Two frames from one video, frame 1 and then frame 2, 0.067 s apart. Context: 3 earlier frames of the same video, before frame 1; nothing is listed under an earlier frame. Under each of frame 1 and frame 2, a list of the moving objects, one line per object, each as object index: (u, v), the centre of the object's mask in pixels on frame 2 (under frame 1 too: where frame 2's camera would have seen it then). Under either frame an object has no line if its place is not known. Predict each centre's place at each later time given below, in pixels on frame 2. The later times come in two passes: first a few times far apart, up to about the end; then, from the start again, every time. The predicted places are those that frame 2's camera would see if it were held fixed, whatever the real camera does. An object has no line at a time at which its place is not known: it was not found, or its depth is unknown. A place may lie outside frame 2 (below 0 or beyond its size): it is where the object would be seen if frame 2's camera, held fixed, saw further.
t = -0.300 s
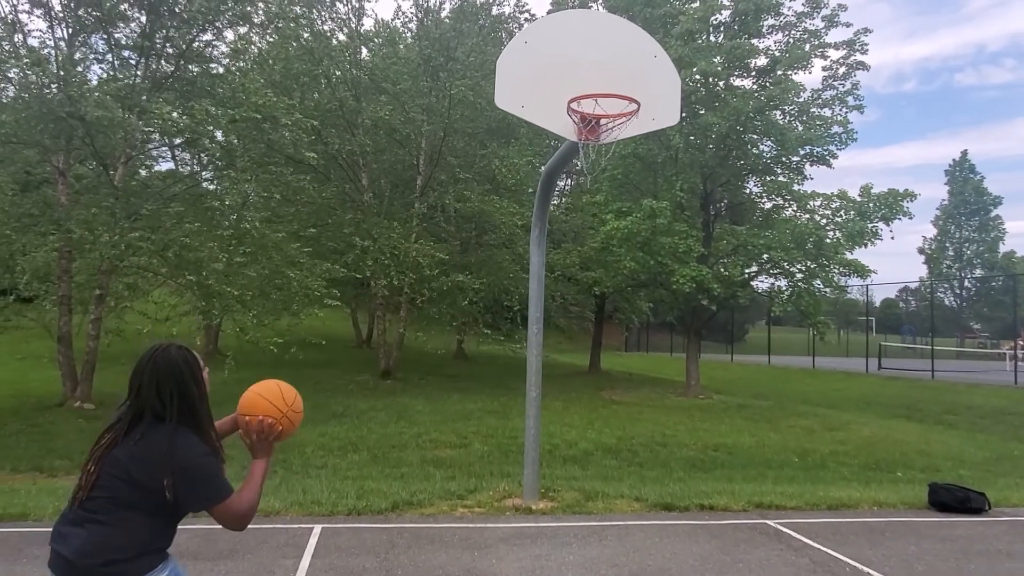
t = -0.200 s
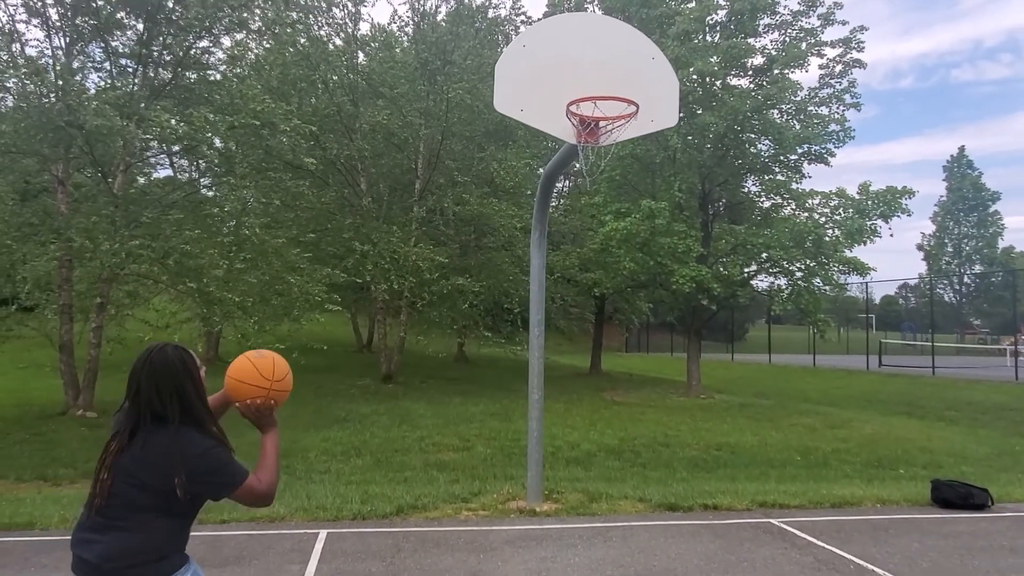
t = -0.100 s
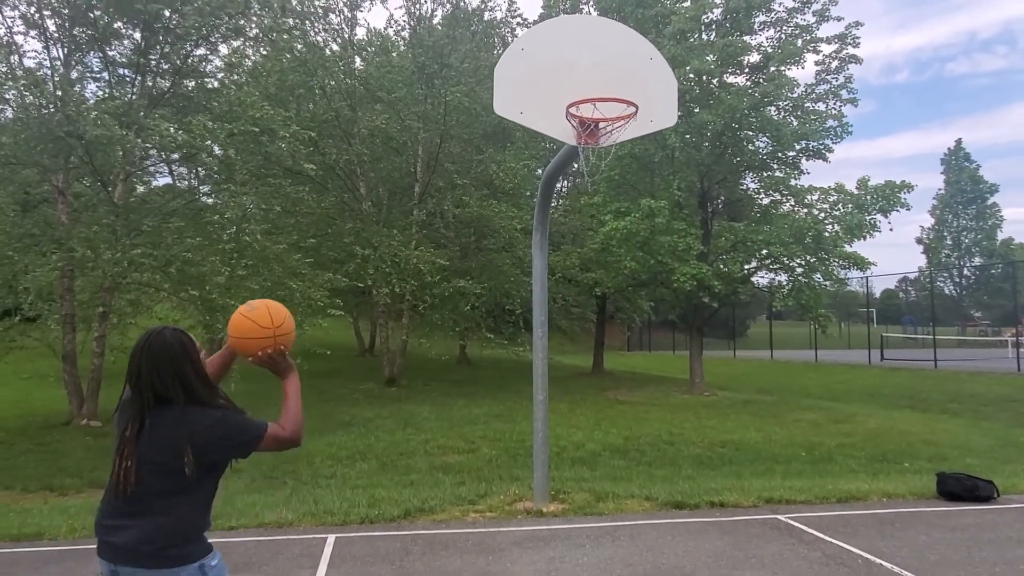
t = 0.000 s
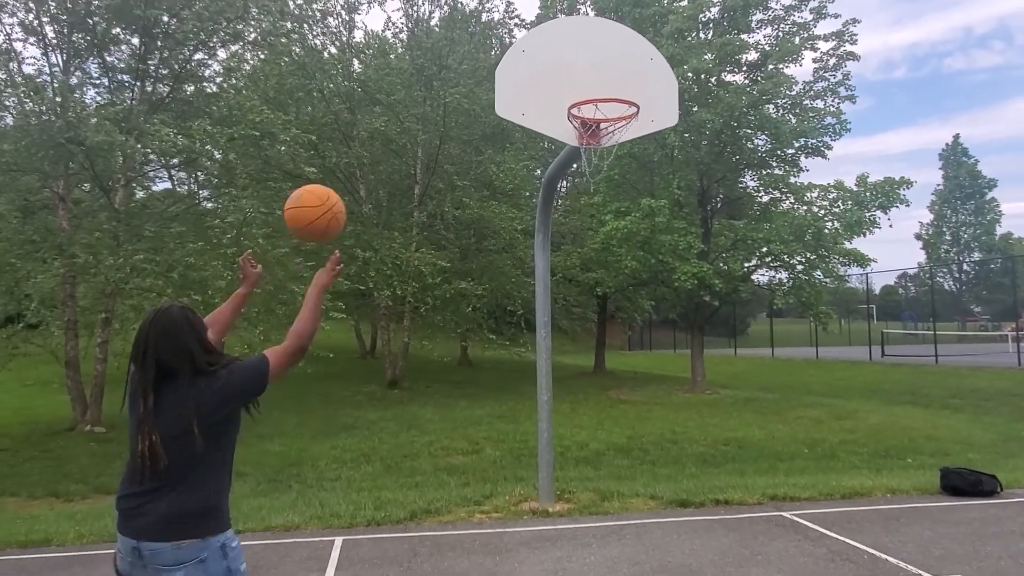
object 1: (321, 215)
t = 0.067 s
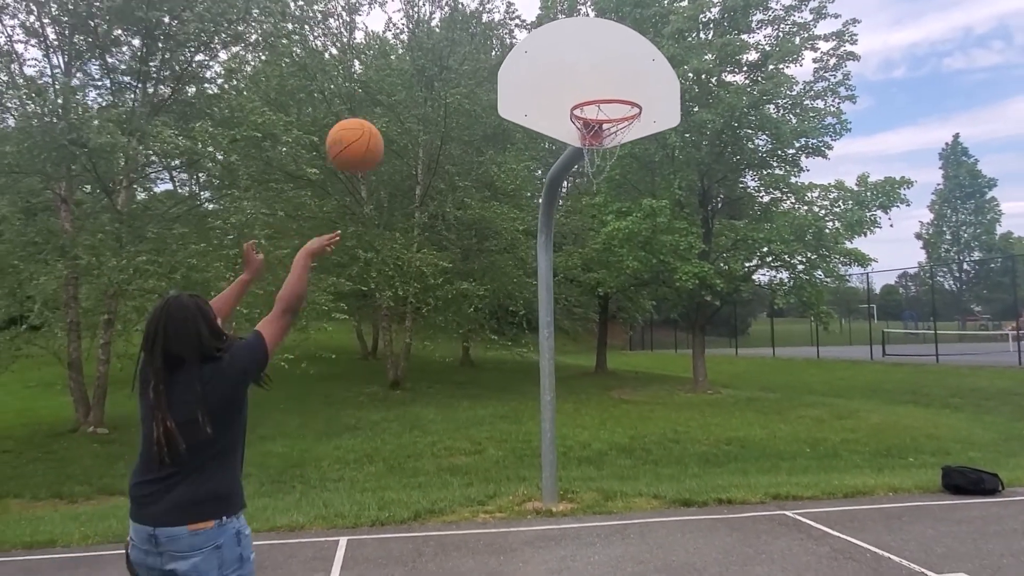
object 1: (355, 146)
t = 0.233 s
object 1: (429, 42)
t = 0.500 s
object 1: (512, 12)
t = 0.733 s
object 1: (569, 76)
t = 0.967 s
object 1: (518, 61)
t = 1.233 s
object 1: (423, 112)
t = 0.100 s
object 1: (371, 118)
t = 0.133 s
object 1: (387, 93)
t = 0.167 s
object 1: (402, 73)
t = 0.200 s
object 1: (416, 56)
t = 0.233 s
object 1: (429, 42)
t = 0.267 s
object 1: (442, 31)
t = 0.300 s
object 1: (453, 21)
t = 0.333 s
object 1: (464, 16)
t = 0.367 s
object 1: (474, 12)
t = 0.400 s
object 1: (483, 10)
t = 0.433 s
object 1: (494, 9)
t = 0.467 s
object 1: (503, 9)
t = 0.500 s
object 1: (512, 12)
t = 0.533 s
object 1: (521, 17)
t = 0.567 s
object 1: (530, 23)
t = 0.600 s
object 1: (538, 31)
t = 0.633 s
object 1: (546, 40)
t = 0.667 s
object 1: (554, 51)
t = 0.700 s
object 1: (562, 63)
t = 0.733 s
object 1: (569, 76)
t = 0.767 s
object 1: (577, 90)
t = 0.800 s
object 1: (571, 87)
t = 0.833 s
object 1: (561, 79)
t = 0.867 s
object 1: (550, 72)
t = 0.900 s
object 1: (540, 67)
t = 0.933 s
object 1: (529, 64)
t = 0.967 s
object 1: (518, 61)
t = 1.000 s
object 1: (507, 61)
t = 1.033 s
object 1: (496, 63)
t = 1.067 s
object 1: (485, 66)
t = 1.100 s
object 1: (473, 71)
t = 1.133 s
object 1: (461, 78)
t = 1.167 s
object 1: (448, 87)
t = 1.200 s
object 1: (436, 99)
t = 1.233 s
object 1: (423, 112)
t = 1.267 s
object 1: (410, 128)
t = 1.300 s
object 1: (397, 146)
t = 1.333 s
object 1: (384, 167)
